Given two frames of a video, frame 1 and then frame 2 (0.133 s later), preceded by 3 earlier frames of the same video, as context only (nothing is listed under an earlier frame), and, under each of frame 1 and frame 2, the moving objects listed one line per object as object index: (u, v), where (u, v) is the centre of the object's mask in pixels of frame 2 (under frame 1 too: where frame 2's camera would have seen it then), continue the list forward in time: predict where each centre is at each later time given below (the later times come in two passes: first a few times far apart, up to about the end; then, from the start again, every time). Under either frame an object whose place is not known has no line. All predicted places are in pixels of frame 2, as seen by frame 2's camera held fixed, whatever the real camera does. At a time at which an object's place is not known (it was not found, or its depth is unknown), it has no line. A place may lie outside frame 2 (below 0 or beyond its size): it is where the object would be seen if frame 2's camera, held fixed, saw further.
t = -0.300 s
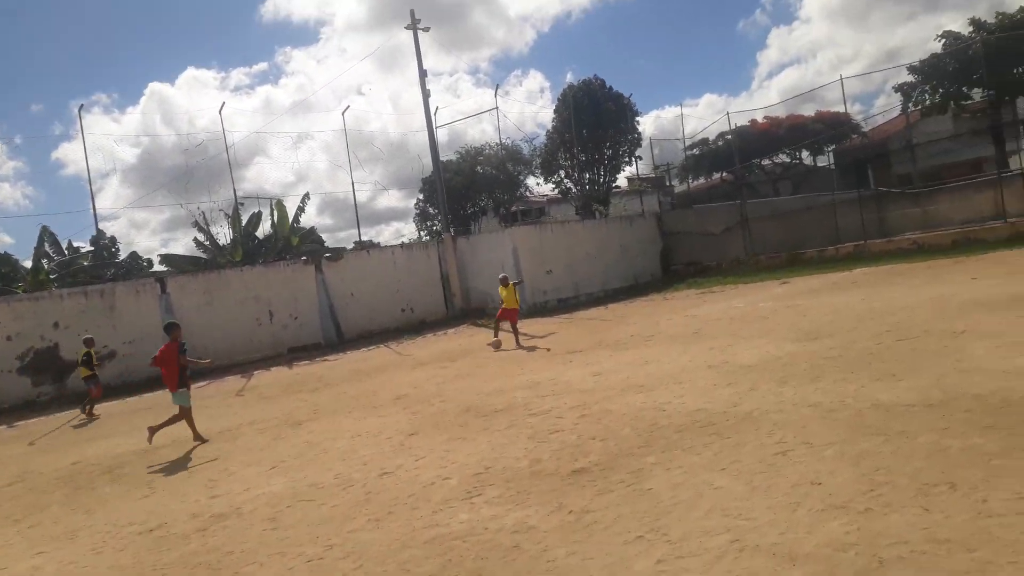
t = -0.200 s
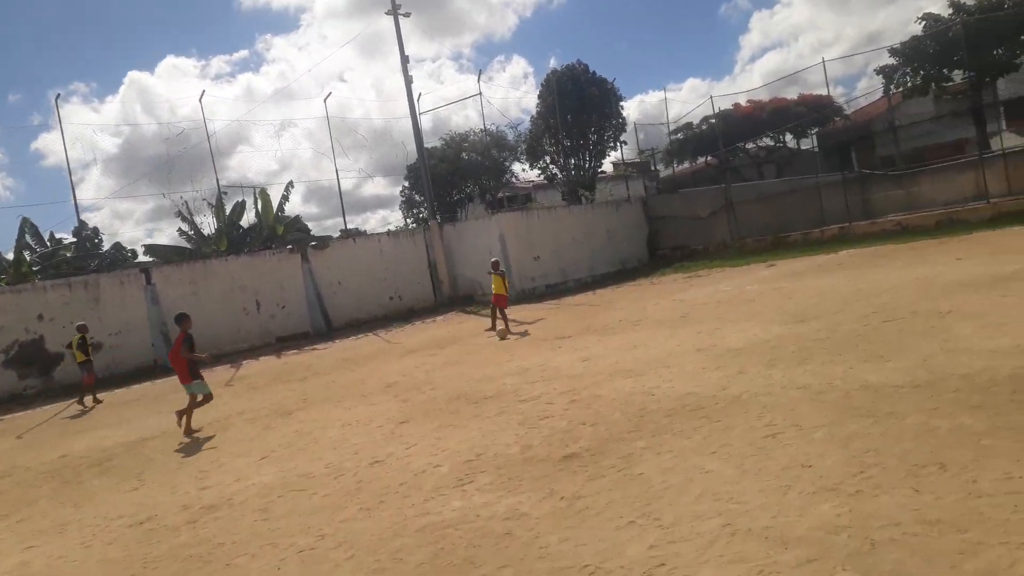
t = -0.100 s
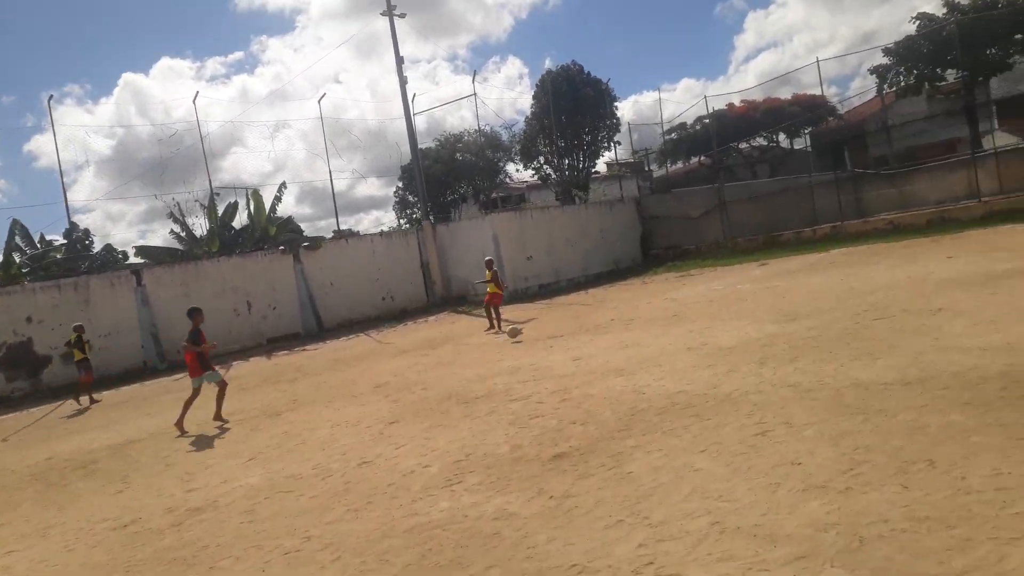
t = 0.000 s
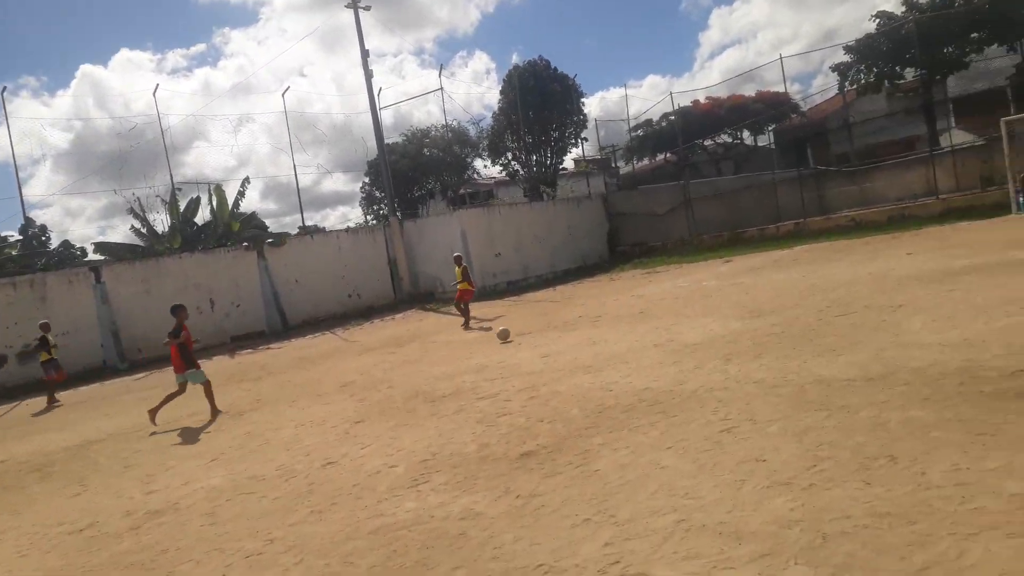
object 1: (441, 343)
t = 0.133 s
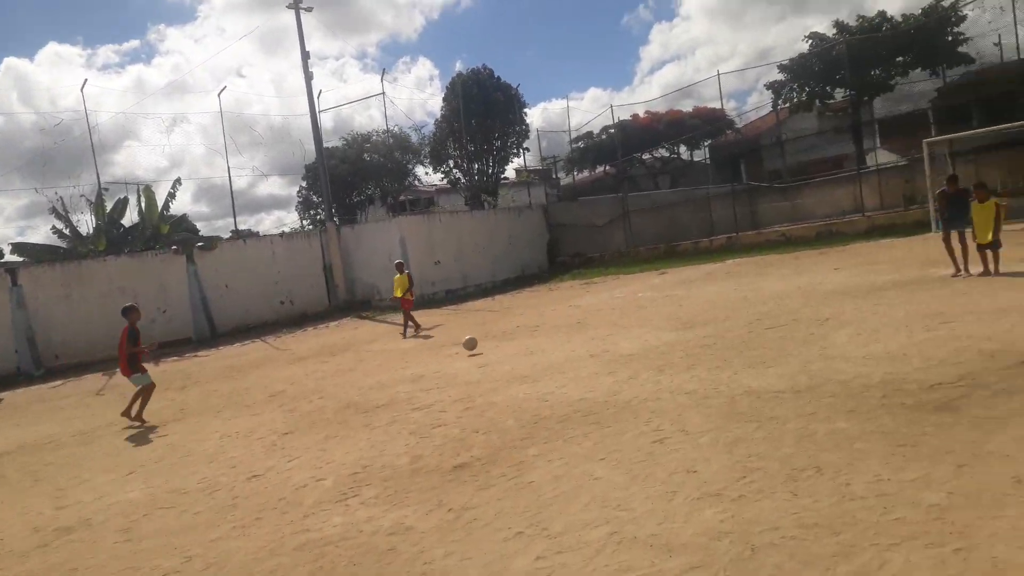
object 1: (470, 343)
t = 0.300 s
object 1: (511, 346)
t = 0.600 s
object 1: (593, 354)
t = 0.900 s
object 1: (707, 367)
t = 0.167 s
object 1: (479, 345)
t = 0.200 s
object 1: (487, 347)
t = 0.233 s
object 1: (496, 348)
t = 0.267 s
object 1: (503, 347)
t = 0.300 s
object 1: (511, 346)
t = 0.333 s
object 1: (519, 346)
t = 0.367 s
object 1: (527, 347)
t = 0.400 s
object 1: (537, 349)
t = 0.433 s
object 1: (546, 352)
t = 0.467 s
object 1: (555, 356)
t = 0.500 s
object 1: (563, 354)
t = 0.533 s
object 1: (572, 353)
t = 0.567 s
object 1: (582, 354)
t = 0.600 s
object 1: (593, 354)
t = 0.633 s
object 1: (604, 357)
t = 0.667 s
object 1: (615, 360)
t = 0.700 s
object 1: (628, 361)
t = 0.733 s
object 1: (639, 359)
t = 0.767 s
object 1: (651, 358)
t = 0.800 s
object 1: (664, 359)
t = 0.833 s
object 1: (678, 360)
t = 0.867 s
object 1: (692, 363)
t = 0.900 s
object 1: (707, 367)
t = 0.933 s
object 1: (723, 373)
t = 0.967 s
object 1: (739, 372)
